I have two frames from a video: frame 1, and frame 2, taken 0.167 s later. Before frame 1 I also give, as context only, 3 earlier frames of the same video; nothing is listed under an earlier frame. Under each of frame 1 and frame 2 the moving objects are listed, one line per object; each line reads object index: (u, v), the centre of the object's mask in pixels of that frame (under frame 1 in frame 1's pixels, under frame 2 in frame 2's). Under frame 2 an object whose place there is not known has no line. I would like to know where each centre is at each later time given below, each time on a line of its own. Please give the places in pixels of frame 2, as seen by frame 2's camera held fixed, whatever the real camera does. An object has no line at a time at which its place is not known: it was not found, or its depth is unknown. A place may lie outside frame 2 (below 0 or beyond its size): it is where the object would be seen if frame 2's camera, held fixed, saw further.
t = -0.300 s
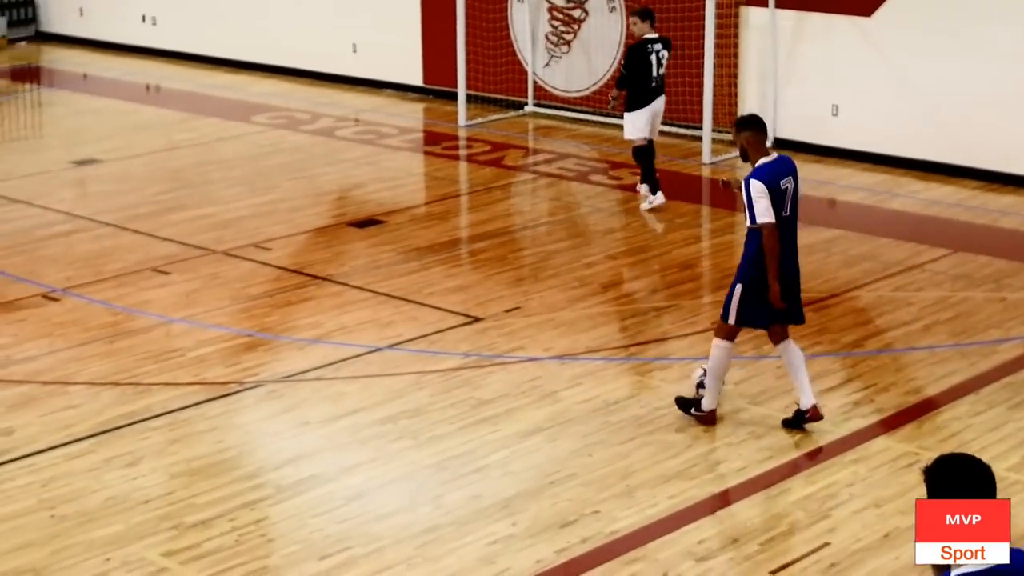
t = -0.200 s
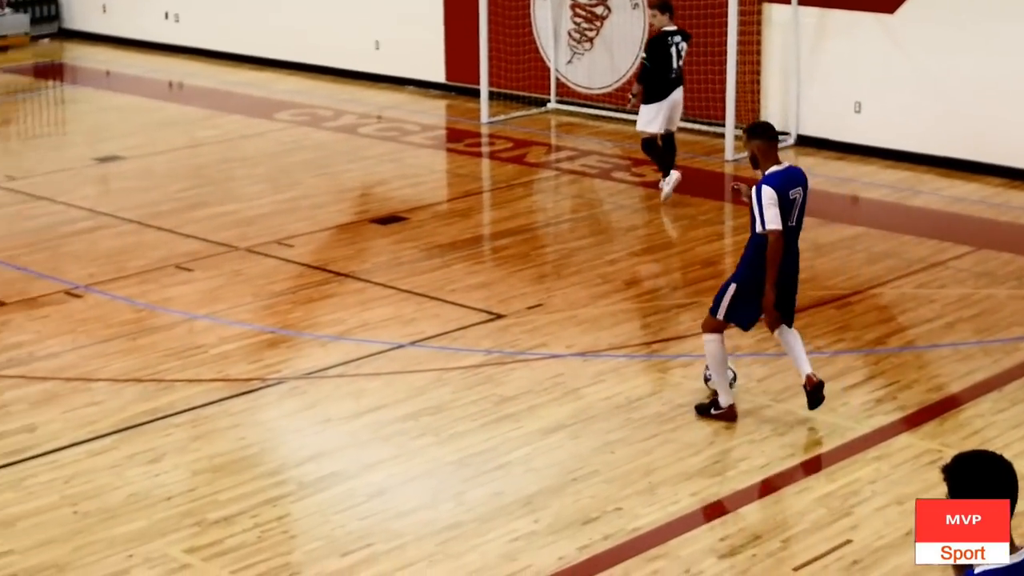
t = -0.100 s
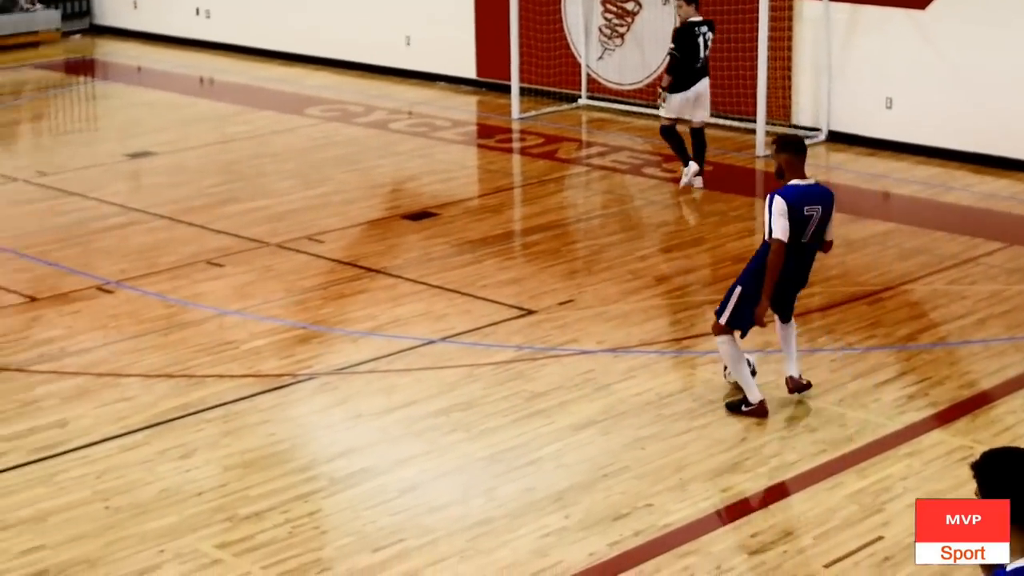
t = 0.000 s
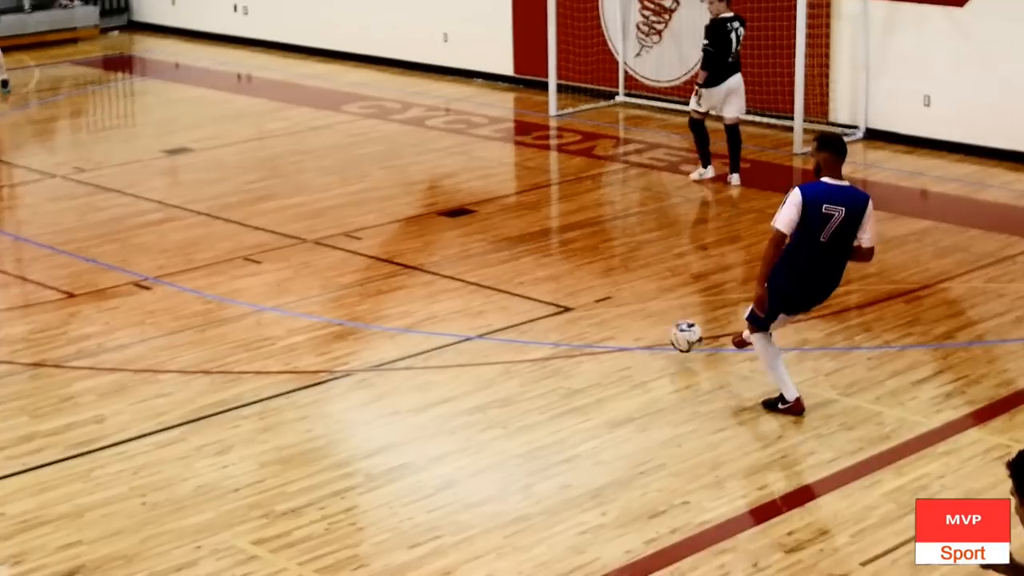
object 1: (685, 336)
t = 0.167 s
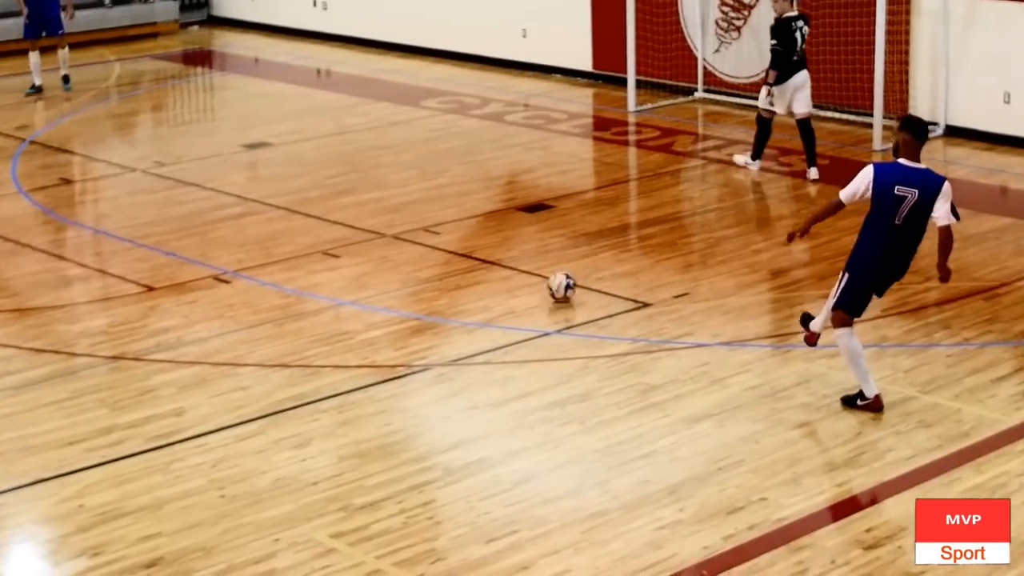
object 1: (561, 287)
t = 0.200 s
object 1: (529, 274)
